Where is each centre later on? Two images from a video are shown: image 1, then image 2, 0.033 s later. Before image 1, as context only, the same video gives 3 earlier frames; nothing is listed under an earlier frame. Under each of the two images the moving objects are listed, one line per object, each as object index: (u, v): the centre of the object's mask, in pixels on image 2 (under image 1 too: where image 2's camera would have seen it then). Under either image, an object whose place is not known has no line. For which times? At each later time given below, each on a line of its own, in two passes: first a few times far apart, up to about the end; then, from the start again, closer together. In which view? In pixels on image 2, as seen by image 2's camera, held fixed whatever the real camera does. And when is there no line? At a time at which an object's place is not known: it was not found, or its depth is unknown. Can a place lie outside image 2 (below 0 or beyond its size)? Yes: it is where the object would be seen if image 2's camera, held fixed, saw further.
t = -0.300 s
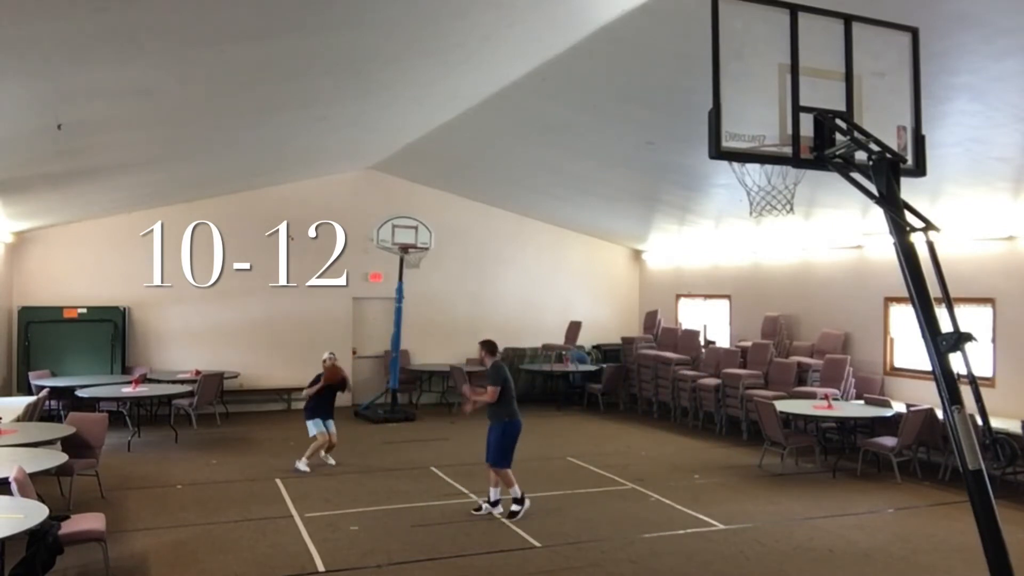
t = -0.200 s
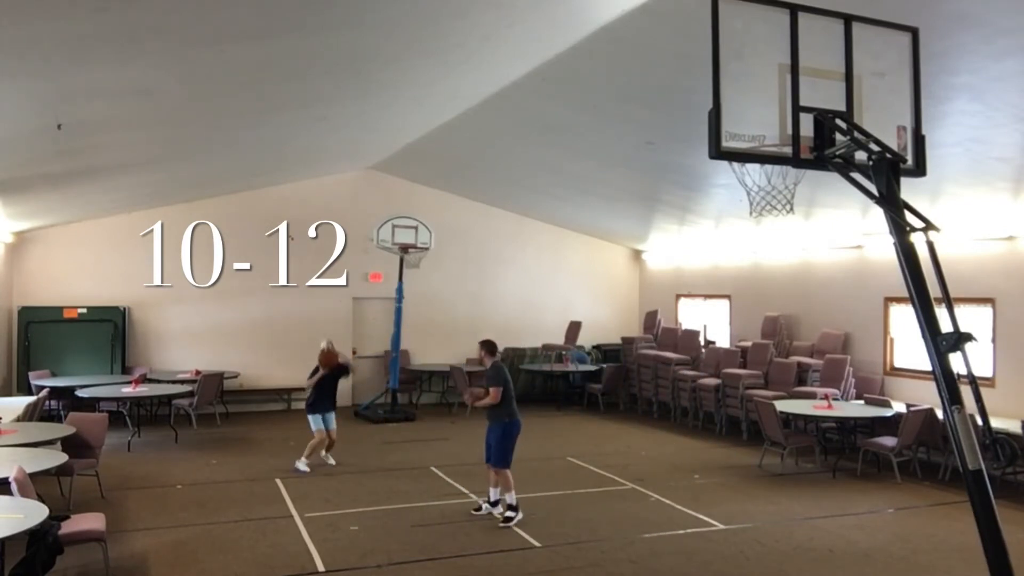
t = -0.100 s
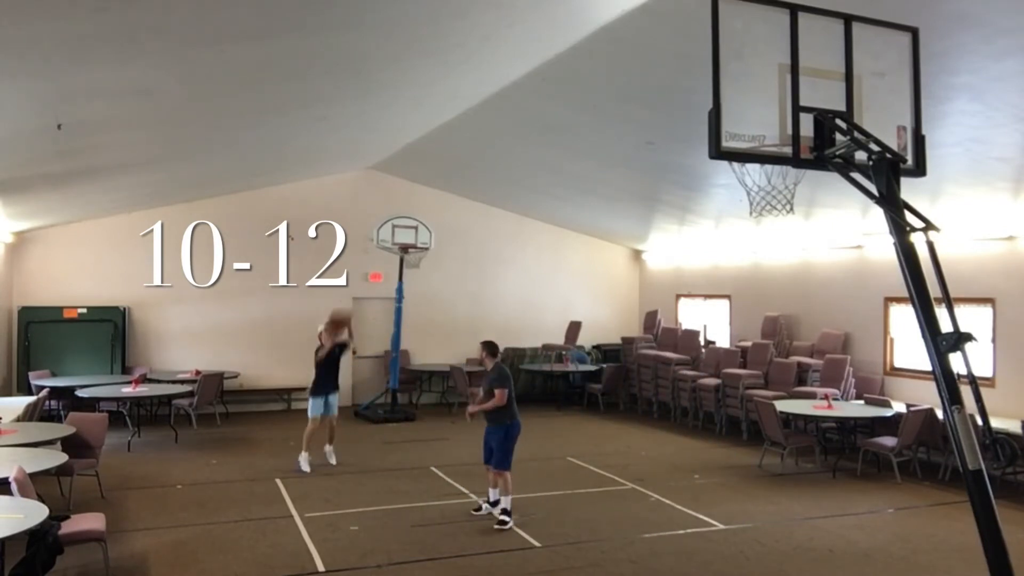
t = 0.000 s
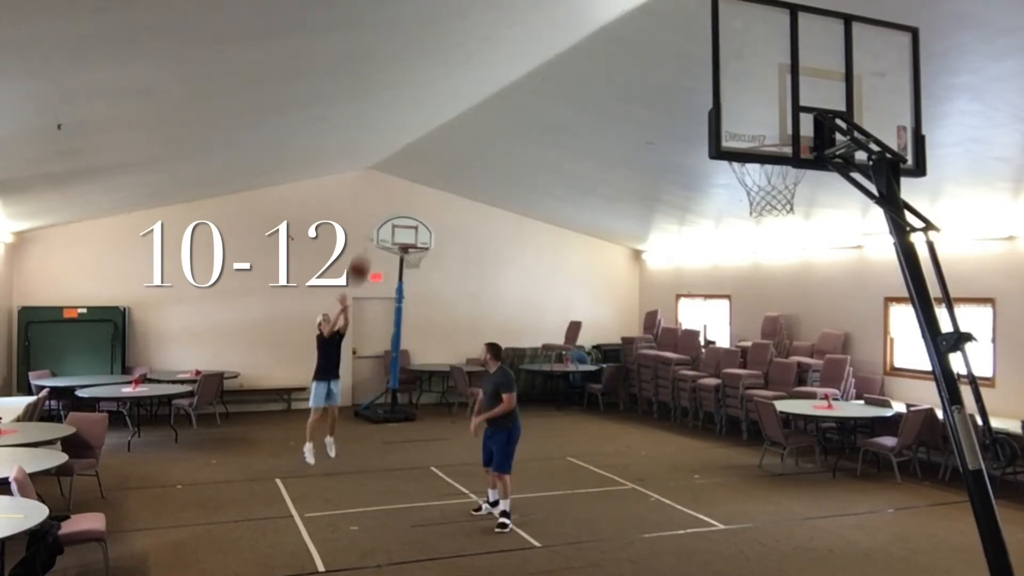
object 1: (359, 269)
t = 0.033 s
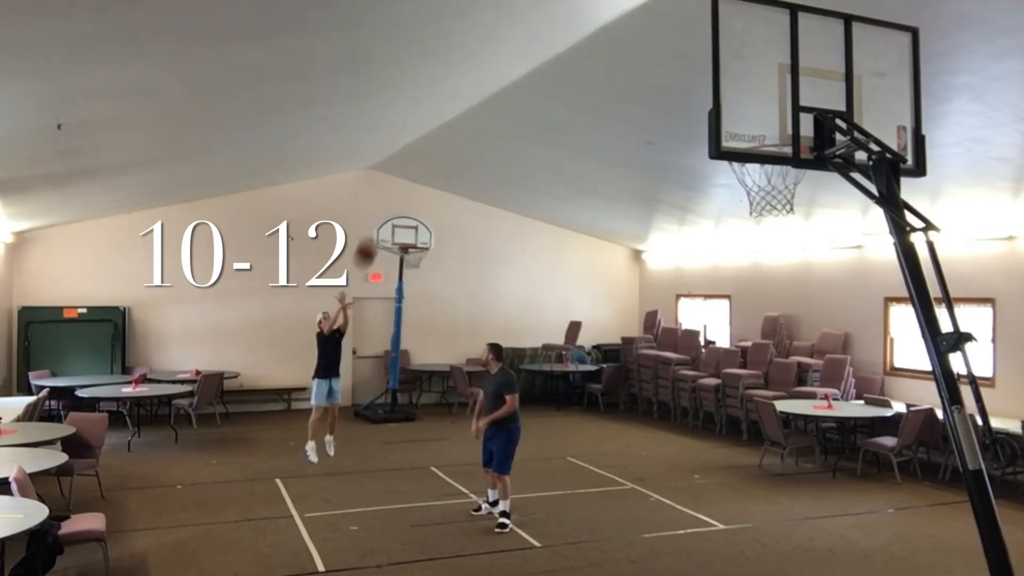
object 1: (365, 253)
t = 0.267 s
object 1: (426, 148)
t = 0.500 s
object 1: (503, 76)
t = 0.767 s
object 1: (625, 59)
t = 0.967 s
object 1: (748, 114)
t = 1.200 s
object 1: (774, 220)
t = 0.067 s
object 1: (373, 237)
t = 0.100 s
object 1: (381, 218)
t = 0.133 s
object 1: (389, 204)
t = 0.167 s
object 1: (398, 190)
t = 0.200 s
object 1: (407, 175)
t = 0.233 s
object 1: (416, 162)
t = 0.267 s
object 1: (426, 148)
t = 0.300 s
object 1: (435, 136)
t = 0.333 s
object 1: (446, 124)
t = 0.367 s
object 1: (456, 112)
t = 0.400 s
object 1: (468, 102)
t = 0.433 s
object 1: (479, 92)
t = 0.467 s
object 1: (491, 84)
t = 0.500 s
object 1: (503, 76)
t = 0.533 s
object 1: (516, 70)
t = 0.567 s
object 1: (530, 64)
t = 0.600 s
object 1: (543, 60)
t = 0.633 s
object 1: (558, 57)
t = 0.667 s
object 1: (574, 56)
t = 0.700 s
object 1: (590, 55)
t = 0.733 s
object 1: (607, 56)
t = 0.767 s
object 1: (625, 59)
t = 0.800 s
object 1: (643, 64)
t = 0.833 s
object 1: (663, 70)
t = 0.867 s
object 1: (682, 78)
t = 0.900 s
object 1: (697, 87)
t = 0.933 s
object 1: (729, 101)
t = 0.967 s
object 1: (748, 114)
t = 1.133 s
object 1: (763, 191)
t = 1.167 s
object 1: (768, 202)
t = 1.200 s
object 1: (774, 220)
